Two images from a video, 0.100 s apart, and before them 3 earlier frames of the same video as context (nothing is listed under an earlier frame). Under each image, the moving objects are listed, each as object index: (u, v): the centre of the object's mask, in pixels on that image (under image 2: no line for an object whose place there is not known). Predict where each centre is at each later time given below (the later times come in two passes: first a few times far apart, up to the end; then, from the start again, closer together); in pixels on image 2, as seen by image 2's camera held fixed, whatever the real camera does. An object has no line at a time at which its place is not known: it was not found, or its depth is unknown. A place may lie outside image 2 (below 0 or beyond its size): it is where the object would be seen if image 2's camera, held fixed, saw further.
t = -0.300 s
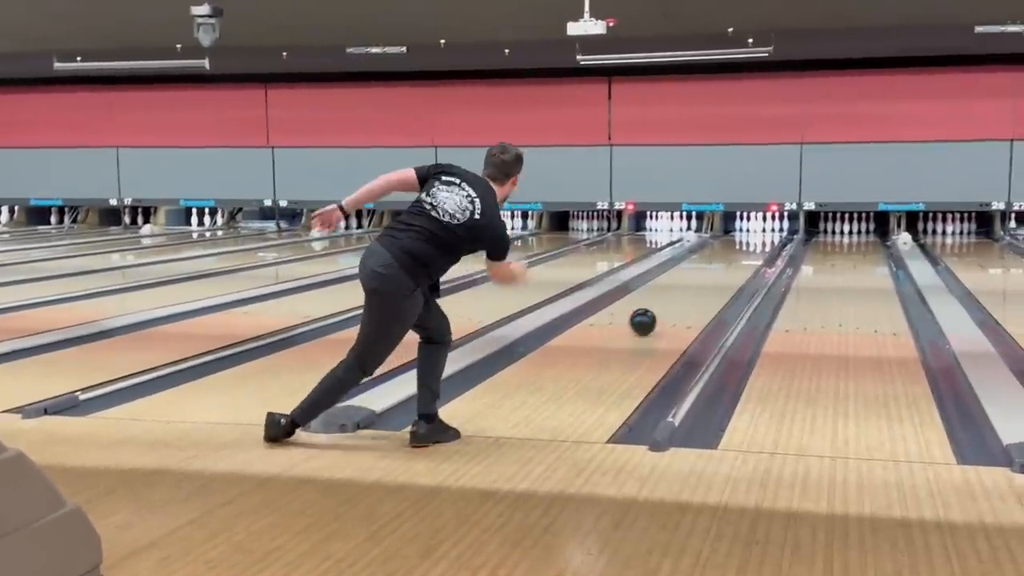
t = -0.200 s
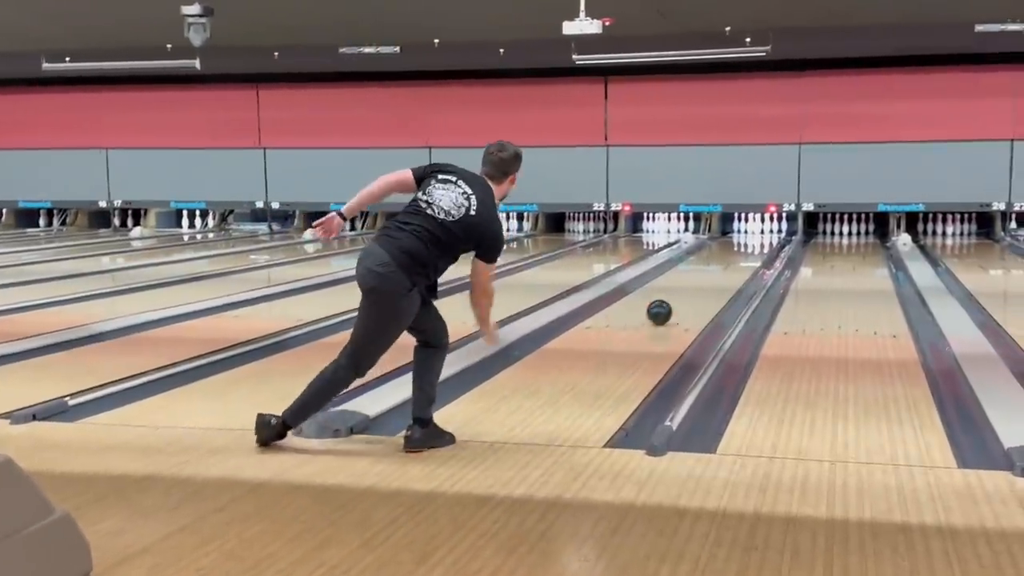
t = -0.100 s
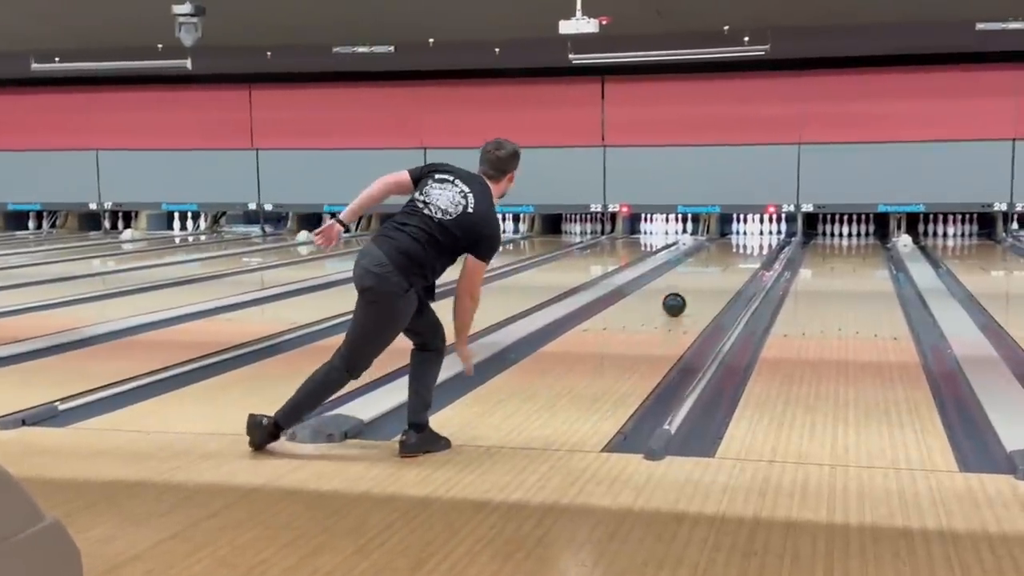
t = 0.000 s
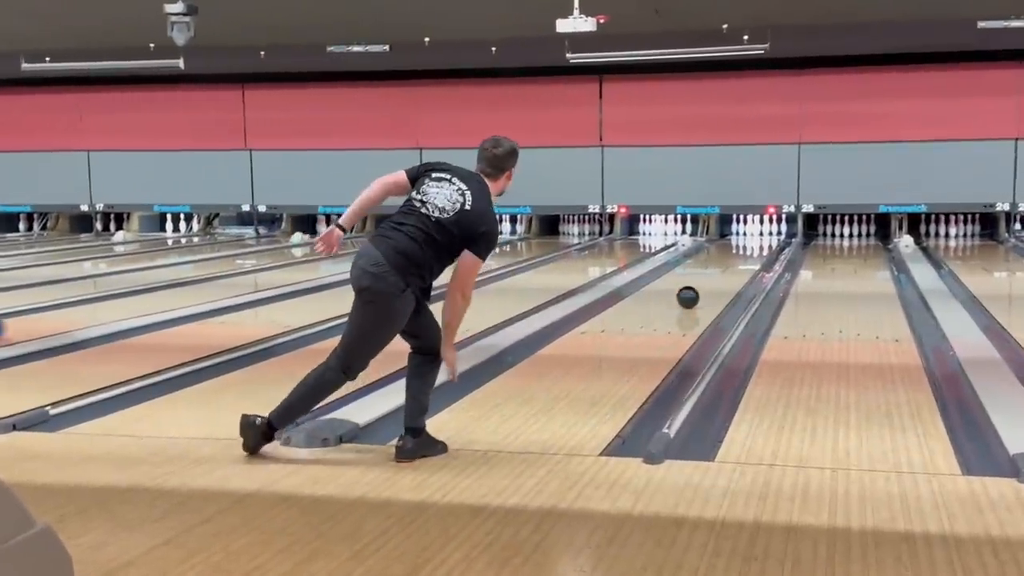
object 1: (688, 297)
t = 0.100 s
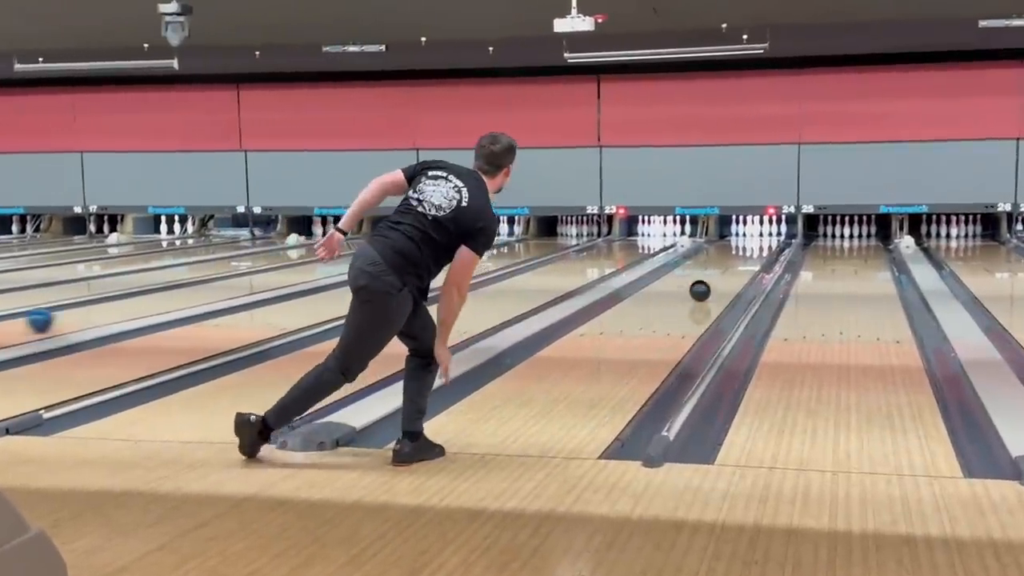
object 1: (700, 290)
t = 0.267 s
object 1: (718, 279)
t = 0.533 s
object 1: (738, 264)
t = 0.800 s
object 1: (751, 252)
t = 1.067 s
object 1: (760, 242)
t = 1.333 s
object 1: (763, 238)
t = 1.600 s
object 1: (764, 236)
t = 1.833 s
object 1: (764, 234)
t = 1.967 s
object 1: (764, 233)
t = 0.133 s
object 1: (704, 288)
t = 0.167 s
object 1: (707, 286)
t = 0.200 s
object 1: (711, 283)
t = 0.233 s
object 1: (714, 281)
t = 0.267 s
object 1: (718, 279)
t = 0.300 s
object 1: (720, 277)
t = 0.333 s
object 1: (723, 275)
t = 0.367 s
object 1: (726, 273)
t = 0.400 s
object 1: (729, 272)
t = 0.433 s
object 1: (731, 270)
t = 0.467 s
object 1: (734, 268)
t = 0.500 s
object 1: (736, 266)
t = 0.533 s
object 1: (738, 264)
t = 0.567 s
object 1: (740, 262)
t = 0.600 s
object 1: (742, 261)
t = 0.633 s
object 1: (744, 259)
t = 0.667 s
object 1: (746, 258)
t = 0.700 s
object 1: (747, 256)
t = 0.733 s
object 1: (749, 255)
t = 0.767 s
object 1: (750, 254)
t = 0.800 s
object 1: (751, 252)
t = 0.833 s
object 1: (753, 251)
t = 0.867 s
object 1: (755, 250)
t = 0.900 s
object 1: (755, 249)
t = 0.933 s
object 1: (757, 247)
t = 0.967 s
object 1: (758, 247)
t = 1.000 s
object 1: (758, 245)
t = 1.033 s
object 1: (759, 244)
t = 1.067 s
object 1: (760, 242)
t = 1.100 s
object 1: (761, 241)
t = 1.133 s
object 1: (762, 240)
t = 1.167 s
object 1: (762, 240)
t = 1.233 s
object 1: (762, 239)
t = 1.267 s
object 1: (762, 239)
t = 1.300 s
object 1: (763, 239)
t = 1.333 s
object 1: (763, 238)
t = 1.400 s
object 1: (763, 238)
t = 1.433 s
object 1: (763, 238)
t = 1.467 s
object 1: (763, 237)
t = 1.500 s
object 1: (763, 237)
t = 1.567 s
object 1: (764, 237)
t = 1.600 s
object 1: (764, 236)
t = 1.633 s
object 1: (763, 236)
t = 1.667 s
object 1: (763, 236)
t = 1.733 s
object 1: (764, 236)
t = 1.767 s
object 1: (764, 235)
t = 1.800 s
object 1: (764, 235)
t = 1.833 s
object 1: (764, 234)
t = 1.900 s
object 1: (763, 234)
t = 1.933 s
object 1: (764, 233)
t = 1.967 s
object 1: (764, 233)
